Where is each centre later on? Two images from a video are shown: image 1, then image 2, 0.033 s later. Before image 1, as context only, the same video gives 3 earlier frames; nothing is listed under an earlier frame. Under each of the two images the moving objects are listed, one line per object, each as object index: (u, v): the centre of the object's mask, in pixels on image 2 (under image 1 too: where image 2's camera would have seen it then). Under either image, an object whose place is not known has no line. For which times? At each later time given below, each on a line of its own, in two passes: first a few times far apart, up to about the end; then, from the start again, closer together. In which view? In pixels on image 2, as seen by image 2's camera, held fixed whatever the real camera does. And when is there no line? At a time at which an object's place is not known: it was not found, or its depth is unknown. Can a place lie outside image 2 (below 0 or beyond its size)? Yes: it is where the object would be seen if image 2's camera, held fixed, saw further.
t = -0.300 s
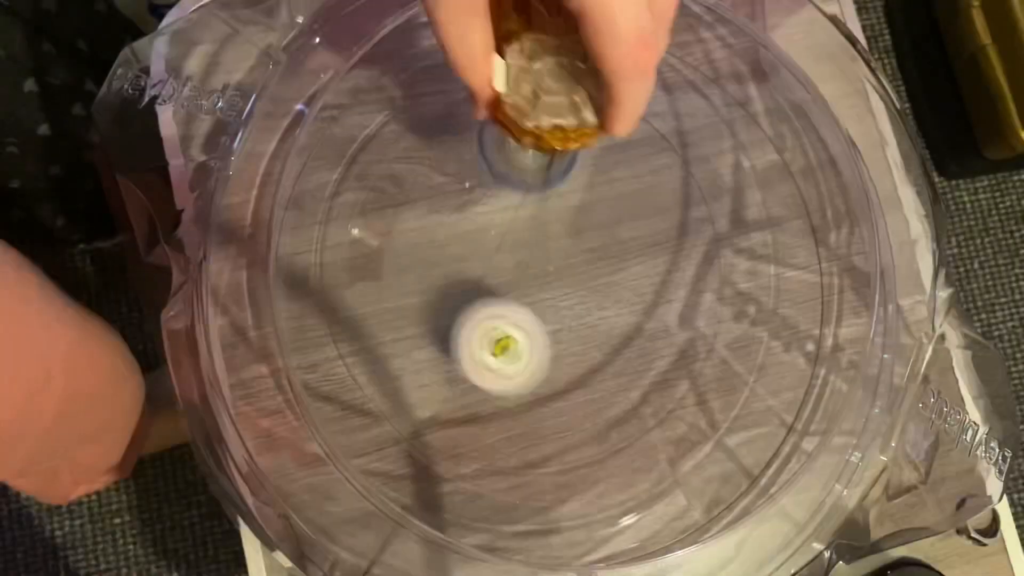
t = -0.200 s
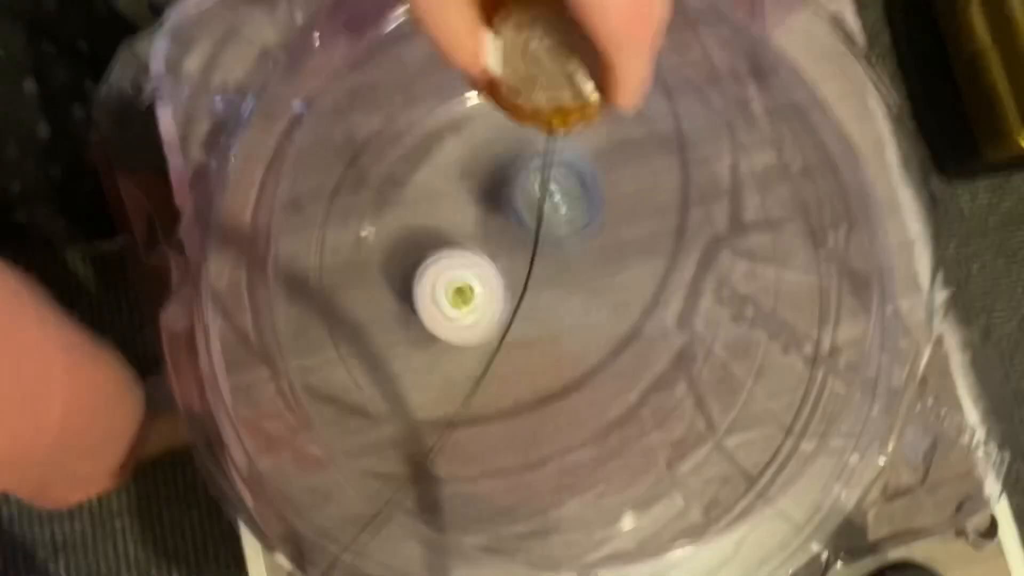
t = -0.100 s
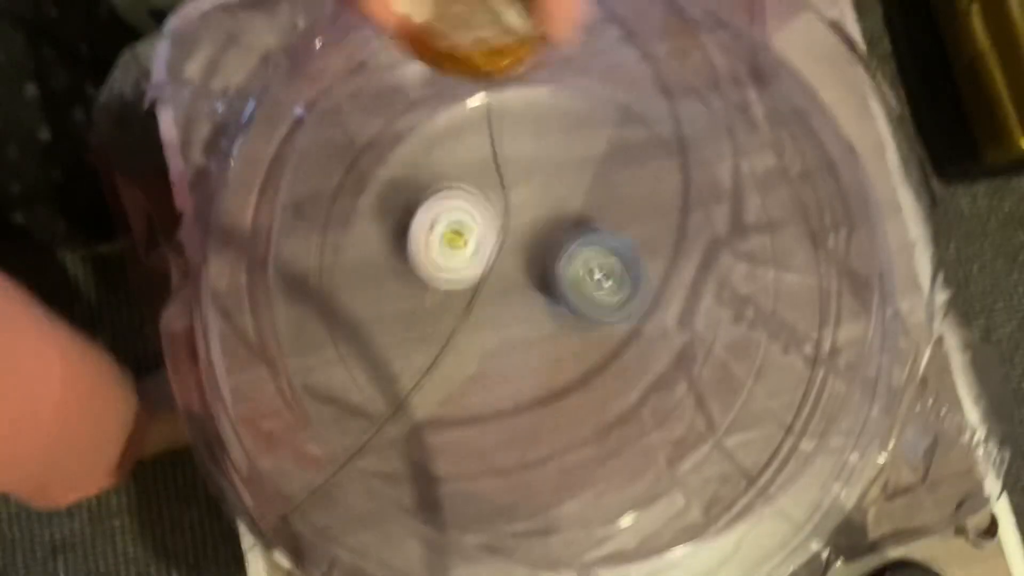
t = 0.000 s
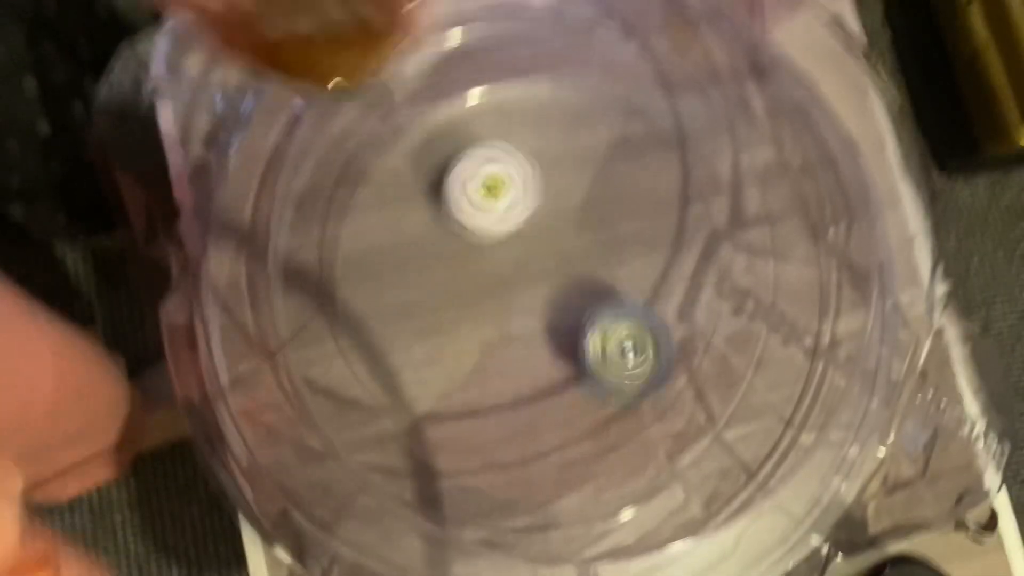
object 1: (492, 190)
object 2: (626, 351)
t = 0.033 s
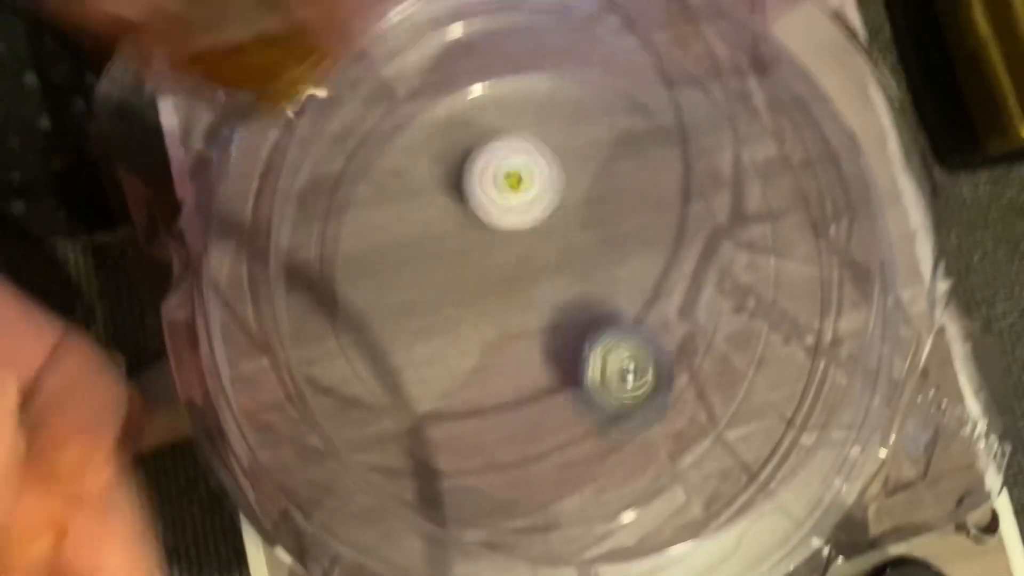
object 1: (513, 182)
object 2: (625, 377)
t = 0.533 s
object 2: (436, 121)
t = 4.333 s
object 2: (658, 48)
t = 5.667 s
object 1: (514, 215)
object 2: (298, 262)
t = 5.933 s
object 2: (374, 89)
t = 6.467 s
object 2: (719, 87)
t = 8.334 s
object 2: (501, 30)
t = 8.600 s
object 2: (663, 57)
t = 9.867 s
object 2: (466, 155)
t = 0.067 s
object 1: (533, 185)
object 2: (616, 397)
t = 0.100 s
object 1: (553, 193)
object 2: (604, 413)
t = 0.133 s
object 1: (575, 208)
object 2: (586, 423)
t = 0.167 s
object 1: (593, 224)
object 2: (563, 429)
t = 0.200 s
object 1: (607, 245)
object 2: (535, 428)
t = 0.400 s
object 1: (581, 354)
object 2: (392, 283)
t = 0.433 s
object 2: (395, 238)
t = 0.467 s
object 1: (548, 371)
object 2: (401, 195)
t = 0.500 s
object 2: (414, 158)
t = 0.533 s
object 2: (436, 121)
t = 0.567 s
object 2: (460, 92)
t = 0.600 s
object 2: (495, 67)
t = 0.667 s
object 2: (558, 37)
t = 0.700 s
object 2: (594, 34)
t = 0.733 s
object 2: (625, 32)
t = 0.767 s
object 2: (653, 32)
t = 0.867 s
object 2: (732, 89)
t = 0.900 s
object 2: (757, 115)
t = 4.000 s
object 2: (421, 57)
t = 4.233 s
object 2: (588, 29)
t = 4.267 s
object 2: (611, 33)
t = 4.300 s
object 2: (634, 38)
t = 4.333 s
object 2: (658, 48)
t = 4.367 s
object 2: (680, 59)
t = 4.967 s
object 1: (596, 232)
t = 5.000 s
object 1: (608, 241)
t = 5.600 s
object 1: (498, 234)
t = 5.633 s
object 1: (505, 224)
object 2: (285, 304)
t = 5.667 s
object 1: (514, 215)
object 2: (298, 262)
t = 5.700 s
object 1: (526, 210)
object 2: (292, 243)
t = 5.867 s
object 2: (341, 125)
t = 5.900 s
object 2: (357, 105)
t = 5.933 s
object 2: (374, 89)
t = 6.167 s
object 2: (528, 24)
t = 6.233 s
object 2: (576, 26)
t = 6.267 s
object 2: (601, 27)
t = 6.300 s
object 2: (620, 31)
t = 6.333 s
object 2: (643, 36)
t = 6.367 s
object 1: (493, 295)
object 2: (663, 46)
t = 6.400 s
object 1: (497, 282)
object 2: (682, 59)
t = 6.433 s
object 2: (700, 70)
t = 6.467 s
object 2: (719, 87)
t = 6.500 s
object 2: (733, 104)
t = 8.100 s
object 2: (374, 91)
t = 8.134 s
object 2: (392, 76)
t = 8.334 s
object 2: (501, 30)
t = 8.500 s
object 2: (605, 33)
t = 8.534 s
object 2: (625, 40)
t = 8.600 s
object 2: (663, 57)
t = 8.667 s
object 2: (698, 83)
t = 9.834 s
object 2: (445, 168)
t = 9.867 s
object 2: (466, 155)
